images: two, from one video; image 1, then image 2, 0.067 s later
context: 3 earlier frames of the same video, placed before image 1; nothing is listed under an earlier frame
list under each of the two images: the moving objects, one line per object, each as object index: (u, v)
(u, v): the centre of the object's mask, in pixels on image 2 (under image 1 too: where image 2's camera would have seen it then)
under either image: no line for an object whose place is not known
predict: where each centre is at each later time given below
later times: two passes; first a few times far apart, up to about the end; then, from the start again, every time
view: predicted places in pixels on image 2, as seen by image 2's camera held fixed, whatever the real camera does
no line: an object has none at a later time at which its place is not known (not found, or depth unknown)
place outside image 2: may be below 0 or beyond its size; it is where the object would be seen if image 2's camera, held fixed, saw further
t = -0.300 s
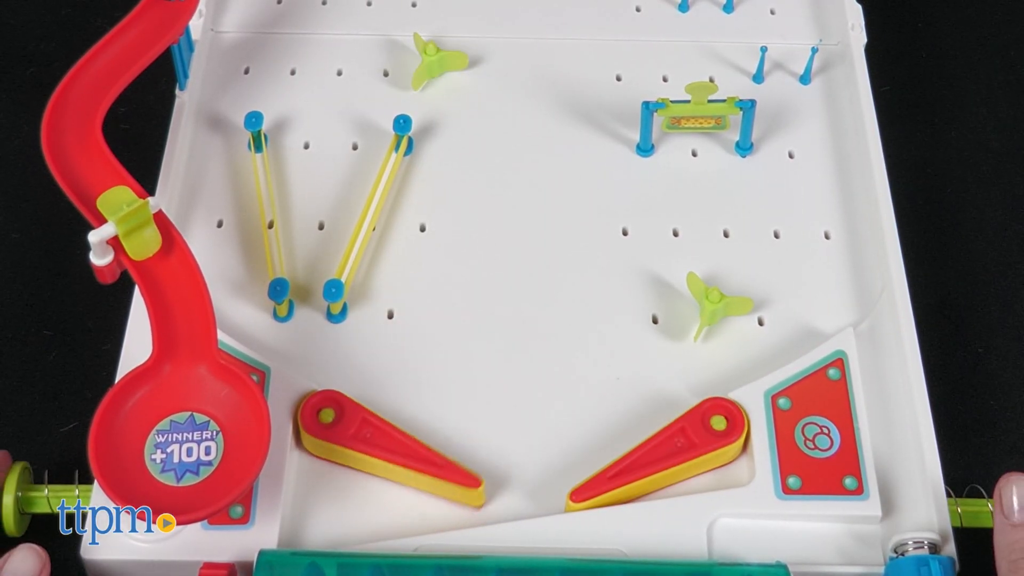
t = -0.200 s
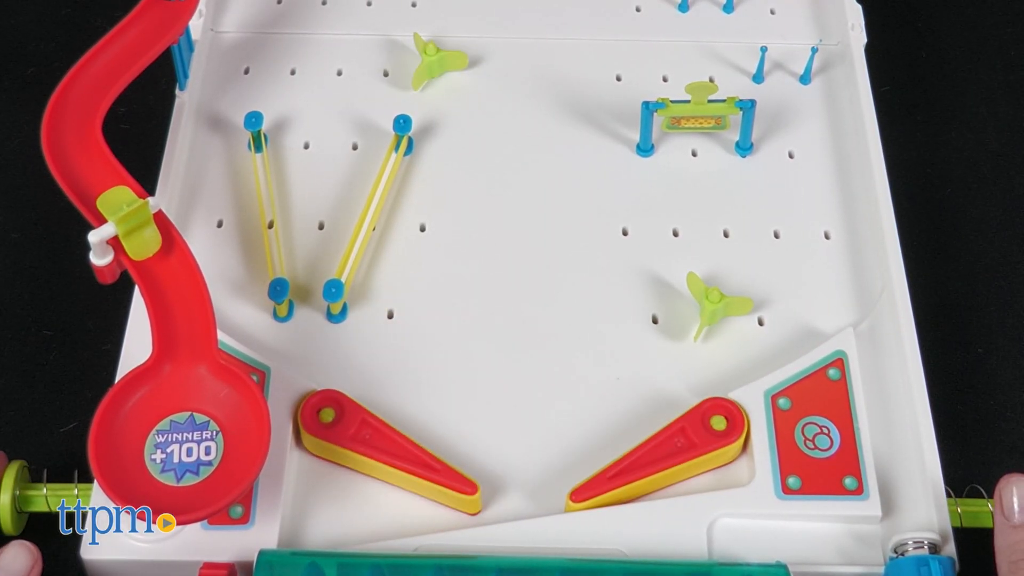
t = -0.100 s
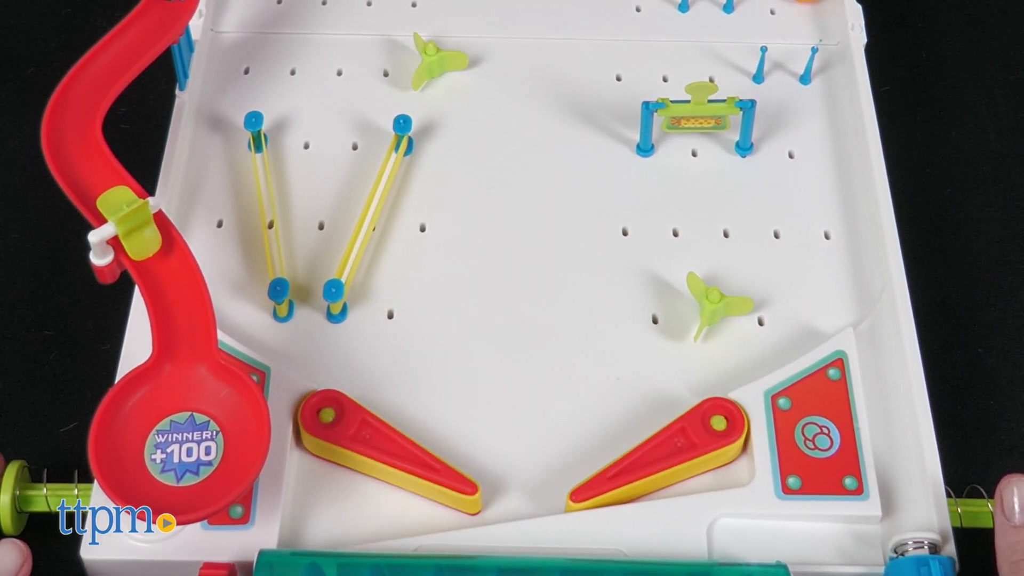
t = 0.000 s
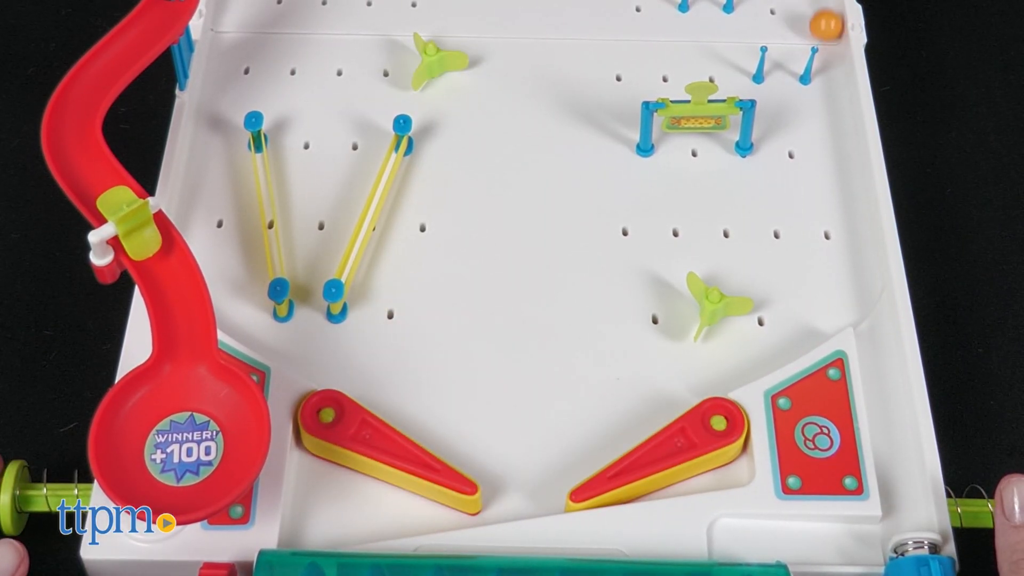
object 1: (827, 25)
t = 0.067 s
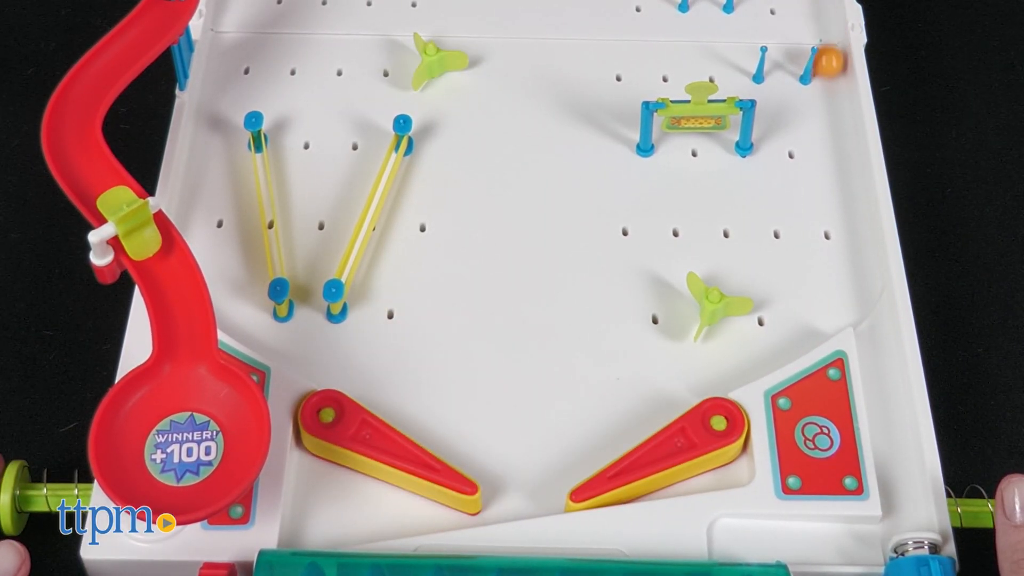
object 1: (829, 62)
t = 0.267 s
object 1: (849, 194)
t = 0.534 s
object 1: (790, 268)
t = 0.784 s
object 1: (723, 280)
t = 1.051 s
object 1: (717, 278)
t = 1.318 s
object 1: (717, 279)
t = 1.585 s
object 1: (717, 279)
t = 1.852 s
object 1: (718, 279)
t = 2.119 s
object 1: (718, 279)
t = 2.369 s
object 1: (718, 279)
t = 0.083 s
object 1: (830, 70)
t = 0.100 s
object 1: (835, 79)
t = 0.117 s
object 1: (838, 88)
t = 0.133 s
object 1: (839, 98)
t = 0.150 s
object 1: (840, 108)
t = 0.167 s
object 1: (841, 119)
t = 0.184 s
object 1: (842, 130)
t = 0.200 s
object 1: (844, 142)
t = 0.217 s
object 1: (845, 154)
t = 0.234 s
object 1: (846, 166)
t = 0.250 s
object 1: (848, 180)
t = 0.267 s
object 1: (849, 194)
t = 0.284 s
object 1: (851, 208)
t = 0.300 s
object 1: (853, 223)
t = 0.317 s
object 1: (854, 239)
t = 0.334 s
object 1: (857, 255)
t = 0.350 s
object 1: (859, 272)
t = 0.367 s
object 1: (862, 290)
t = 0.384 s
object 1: (859, 303)
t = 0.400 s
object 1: (851, 309)
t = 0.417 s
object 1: (843, 296)
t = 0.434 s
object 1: (835, 287)
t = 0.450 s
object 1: (825, 283)
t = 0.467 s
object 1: (816, 279)
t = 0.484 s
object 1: (808, 274)
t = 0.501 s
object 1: (802, 271)
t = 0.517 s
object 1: (796, 269)
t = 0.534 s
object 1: (790, 268)
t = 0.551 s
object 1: (784, 268)
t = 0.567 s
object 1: (778, 268)
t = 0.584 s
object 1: (772, 268)
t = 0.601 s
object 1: (767, 268)
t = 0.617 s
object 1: (760, 269)
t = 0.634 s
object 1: (755, 270)
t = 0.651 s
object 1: (750, 272)
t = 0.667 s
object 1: (744, 274)
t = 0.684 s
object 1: (739, 277)
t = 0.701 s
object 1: (735, 280)
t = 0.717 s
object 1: (730, 281)
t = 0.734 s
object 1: (728, 282)
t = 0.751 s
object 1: (726, 281)
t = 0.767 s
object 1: (724, 280)
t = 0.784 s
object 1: (723, 280)
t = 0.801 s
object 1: (722, 279)
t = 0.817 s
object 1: (722, 279)
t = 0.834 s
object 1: (722, 280)
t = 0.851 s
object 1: (722, 280)
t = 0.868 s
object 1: (722, 280)
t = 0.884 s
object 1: (722, 280)
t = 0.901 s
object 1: (722, 280)
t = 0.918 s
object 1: (722, 280)
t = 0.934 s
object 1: (722, 280)
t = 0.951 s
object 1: (722, 280)
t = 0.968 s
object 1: (722, 280)
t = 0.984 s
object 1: (721, 279)
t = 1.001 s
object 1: (720, 279)
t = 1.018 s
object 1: (719, 279)
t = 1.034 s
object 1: (718, 279)
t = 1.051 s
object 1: (717, 278)
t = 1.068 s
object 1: (716, 278)
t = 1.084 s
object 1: (716, 278)
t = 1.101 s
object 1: (716, 278)
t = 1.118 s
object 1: (716, 278)
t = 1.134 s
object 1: (716, 278)
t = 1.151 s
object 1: (717, 279)
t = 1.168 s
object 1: (718, 279)
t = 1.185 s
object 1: (718, 279)
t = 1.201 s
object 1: (718, 279)
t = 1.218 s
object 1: (718, 279)
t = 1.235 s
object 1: (718, 279)
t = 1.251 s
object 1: (718, 279)
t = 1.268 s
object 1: (718, 279)
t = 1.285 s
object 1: (718, 279)
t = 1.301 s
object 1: (718, 279)
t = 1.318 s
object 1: (717, 279)
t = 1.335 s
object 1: (717, 279)
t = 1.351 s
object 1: (717, 278)
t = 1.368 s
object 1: (717, 278)
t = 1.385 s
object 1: (717, 278)
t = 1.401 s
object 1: (717, 279)
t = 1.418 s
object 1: (717, 279)
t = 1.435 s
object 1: (717, 279)
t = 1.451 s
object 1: (717, 279)
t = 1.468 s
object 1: (718, 279)
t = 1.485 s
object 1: (718, 279)
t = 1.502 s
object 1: (718, 279)
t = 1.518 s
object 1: (718, 279)
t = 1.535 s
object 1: (718, 279)
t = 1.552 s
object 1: (717, 279)
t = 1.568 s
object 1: (717, 279)
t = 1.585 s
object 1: (717, 279)
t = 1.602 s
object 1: (717, 279)
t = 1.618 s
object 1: (717, 279)
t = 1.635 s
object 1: (717, 279)
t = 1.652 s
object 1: (717, 279)
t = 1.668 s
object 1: (718, 279)
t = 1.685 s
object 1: (718, 279)
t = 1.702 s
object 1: (718, 279)
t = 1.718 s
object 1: (718, 279)
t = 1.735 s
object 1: (718, 279)
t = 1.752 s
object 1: (718, 279)
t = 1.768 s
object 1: (718, 279)
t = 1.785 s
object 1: (718, 279)
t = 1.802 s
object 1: (718, 279)
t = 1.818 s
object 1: (718, 279)
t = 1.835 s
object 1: (718, 279)
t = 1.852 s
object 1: (718, 279)
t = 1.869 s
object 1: (718, 279)
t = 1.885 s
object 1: (718, 279)
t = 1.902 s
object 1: (718, 279)
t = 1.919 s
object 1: (718, 279)
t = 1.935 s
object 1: (718, 279)
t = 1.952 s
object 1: (718, 279)
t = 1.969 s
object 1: (718, 279)
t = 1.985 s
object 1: (718, 279)
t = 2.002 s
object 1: (718, 279)
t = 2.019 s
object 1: (718, 279)
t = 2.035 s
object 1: (718, 279)
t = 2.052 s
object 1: (718, 279)
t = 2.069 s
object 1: (718, 279)
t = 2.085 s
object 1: (718, 279)
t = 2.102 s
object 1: (718, 279)
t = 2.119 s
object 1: (718, 279)
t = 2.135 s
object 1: (718, 279)
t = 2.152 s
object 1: (718, 279)
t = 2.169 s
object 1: (718, 279)
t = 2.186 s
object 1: (718, 279)
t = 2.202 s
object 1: (718, 279)
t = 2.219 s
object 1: (718, 279)
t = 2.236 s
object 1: (718, 279)
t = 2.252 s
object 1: (718, 279)
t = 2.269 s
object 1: (718, 279)
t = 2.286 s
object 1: (718, 279)
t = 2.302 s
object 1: (718, 279)
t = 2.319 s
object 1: (718, 279)
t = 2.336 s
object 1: (718, 279)
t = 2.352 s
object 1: (718, 279)
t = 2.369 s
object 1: (718, 279)
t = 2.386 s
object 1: (718, 279)
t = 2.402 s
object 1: (718, 279)
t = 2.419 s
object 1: (718, 279)
